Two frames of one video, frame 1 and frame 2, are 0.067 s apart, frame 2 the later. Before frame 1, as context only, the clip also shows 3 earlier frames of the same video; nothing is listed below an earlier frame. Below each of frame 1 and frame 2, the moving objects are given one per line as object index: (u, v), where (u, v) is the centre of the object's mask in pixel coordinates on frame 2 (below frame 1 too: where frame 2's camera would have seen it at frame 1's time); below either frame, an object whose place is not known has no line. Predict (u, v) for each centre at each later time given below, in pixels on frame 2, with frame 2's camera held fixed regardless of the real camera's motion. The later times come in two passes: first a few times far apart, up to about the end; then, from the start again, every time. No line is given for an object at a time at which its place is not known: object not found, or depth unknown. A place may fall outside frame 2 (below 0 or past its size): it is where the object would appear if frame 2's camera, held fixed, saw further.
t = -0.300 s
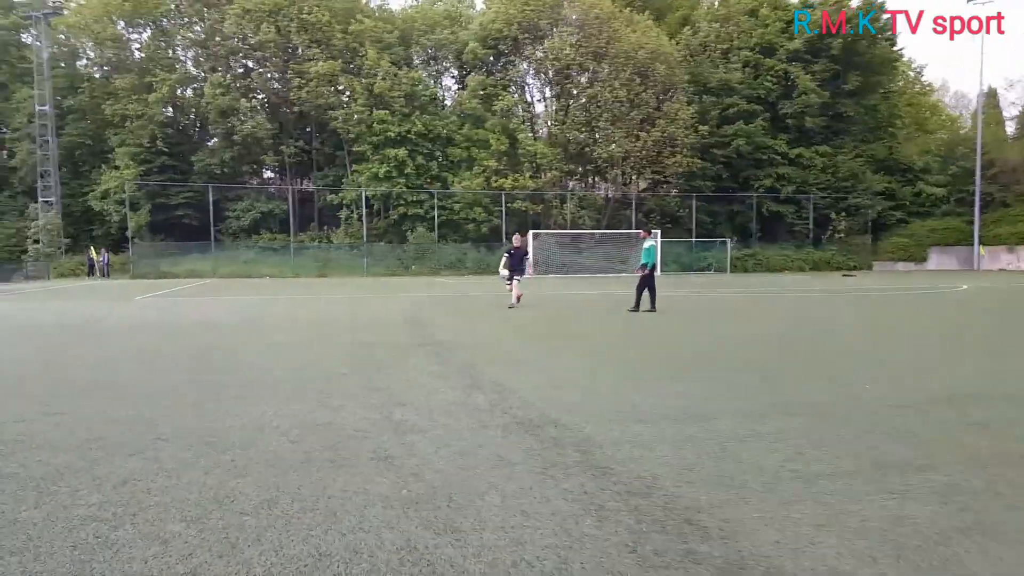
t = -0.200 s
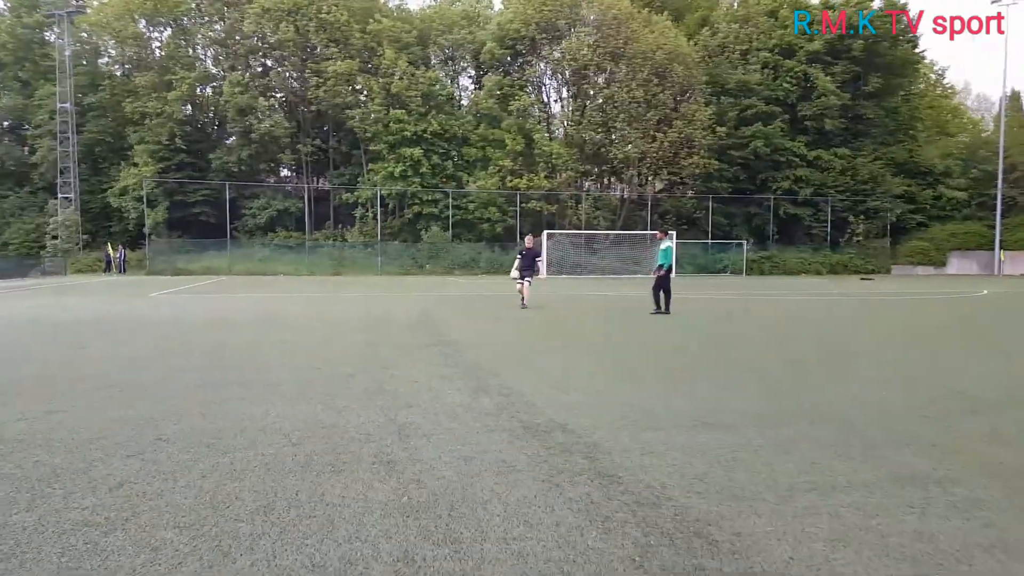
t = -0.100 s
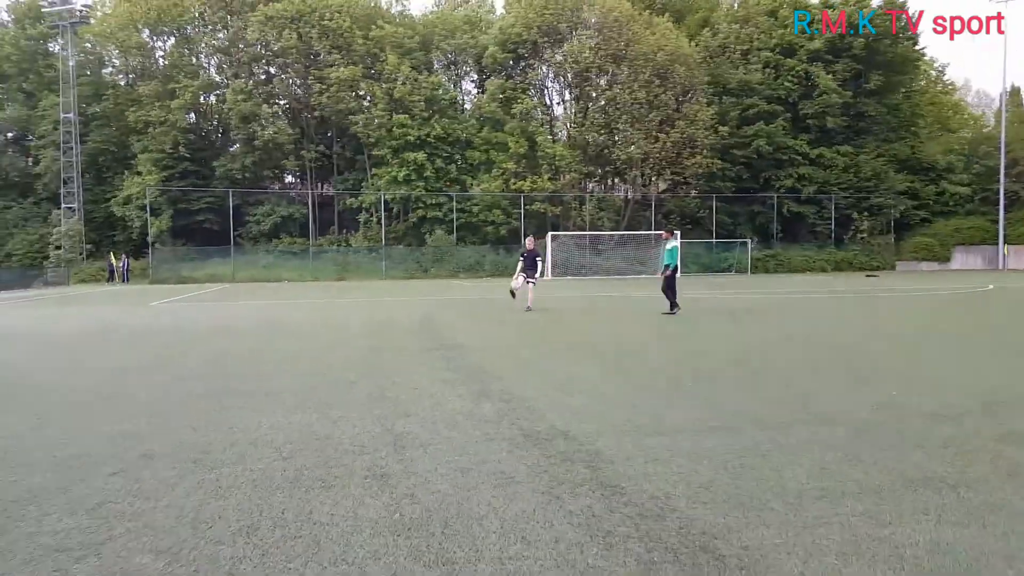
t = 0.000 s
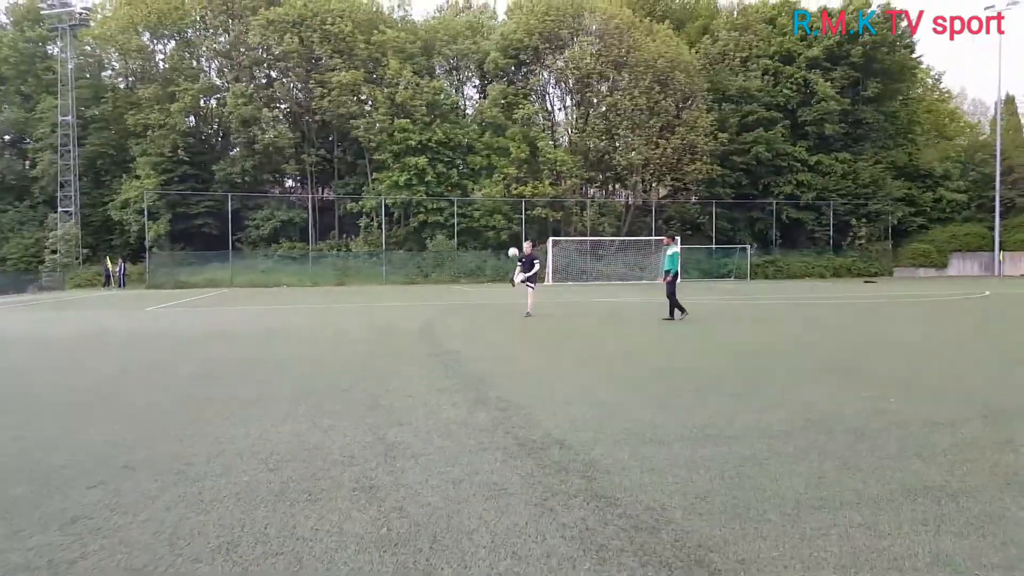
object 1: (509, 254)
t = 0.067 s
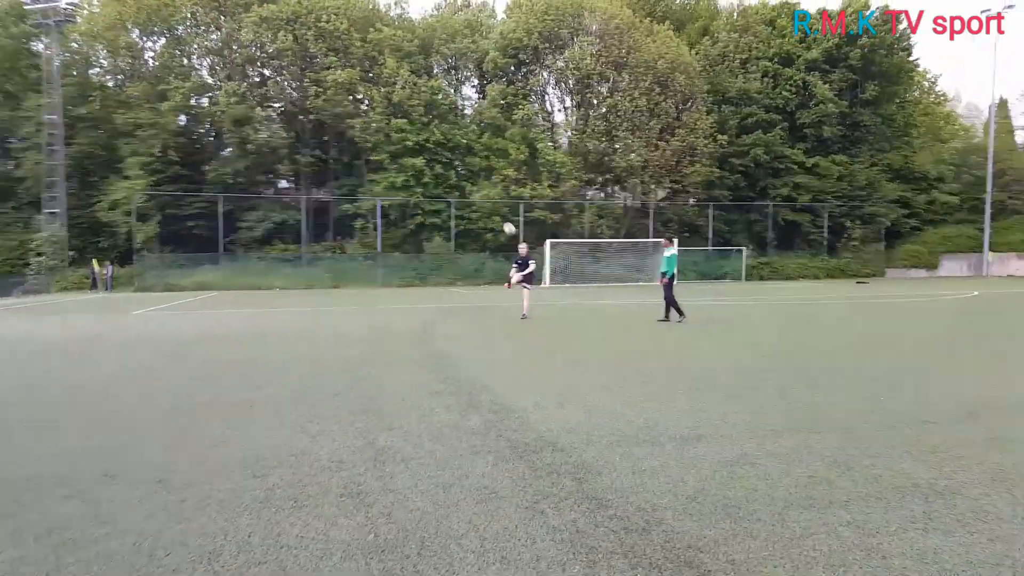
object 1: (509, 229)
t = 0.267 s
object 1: (504, 158)
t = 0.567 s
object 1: (495, 74)
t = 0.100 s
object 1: (508, 216)
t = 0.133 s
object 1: (507, 204)
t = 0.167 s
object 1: (506, 191)
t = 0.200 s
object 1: (506, 180)
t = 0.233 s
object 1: (505, 168)
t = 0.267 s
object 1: (504, 158)
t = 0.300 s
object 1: (503, 147)
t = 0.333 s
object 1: (502, 135)
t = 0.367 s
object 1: (500, 124)
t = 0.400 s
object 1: (500, 116)
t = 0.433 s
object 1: (499, 106)
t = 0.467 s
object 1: (498, 97)
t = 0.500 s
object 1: (497, 89)
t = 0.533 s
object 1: (496, 81)
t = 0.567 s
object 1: (495, 74)
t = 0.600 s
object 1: (493, 67)
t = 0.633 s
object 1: (492, 59)
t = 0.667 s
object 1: (491, 52)
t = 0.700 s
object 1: (489, 47)
